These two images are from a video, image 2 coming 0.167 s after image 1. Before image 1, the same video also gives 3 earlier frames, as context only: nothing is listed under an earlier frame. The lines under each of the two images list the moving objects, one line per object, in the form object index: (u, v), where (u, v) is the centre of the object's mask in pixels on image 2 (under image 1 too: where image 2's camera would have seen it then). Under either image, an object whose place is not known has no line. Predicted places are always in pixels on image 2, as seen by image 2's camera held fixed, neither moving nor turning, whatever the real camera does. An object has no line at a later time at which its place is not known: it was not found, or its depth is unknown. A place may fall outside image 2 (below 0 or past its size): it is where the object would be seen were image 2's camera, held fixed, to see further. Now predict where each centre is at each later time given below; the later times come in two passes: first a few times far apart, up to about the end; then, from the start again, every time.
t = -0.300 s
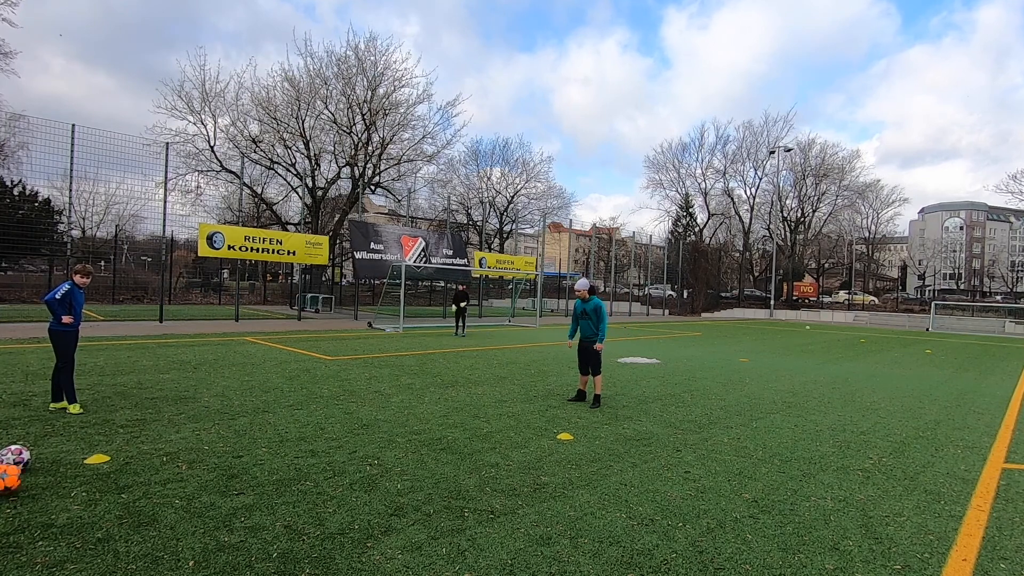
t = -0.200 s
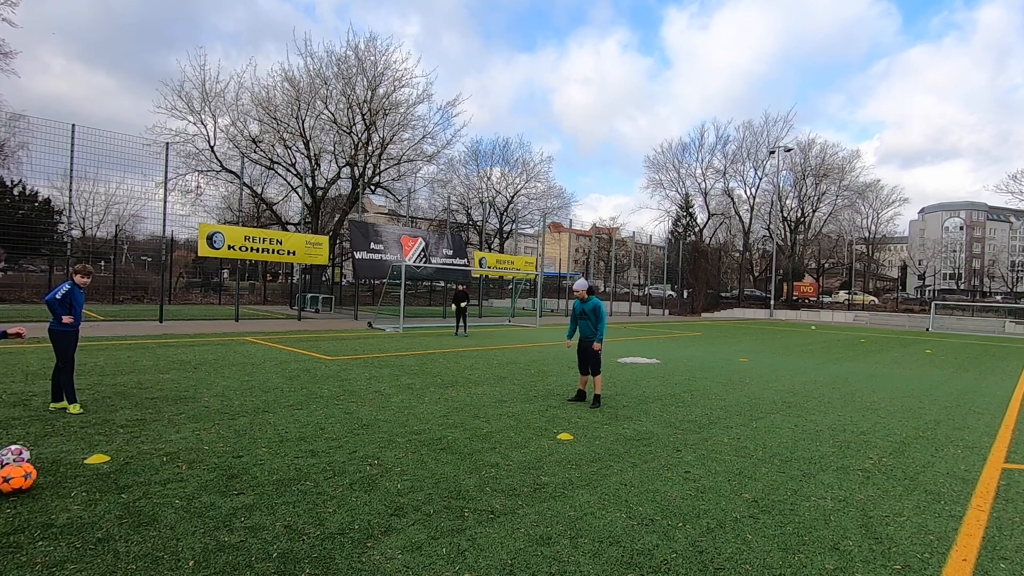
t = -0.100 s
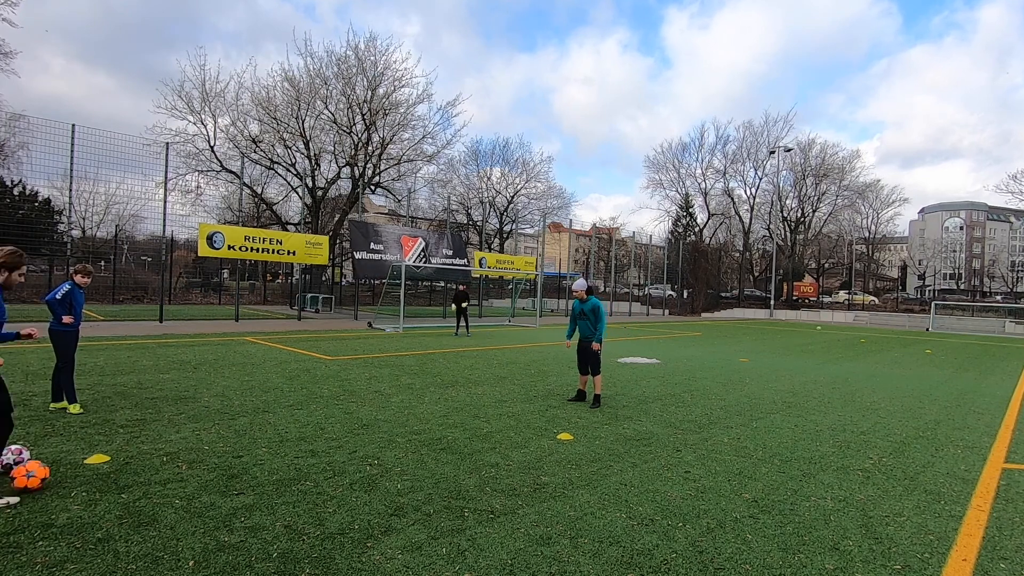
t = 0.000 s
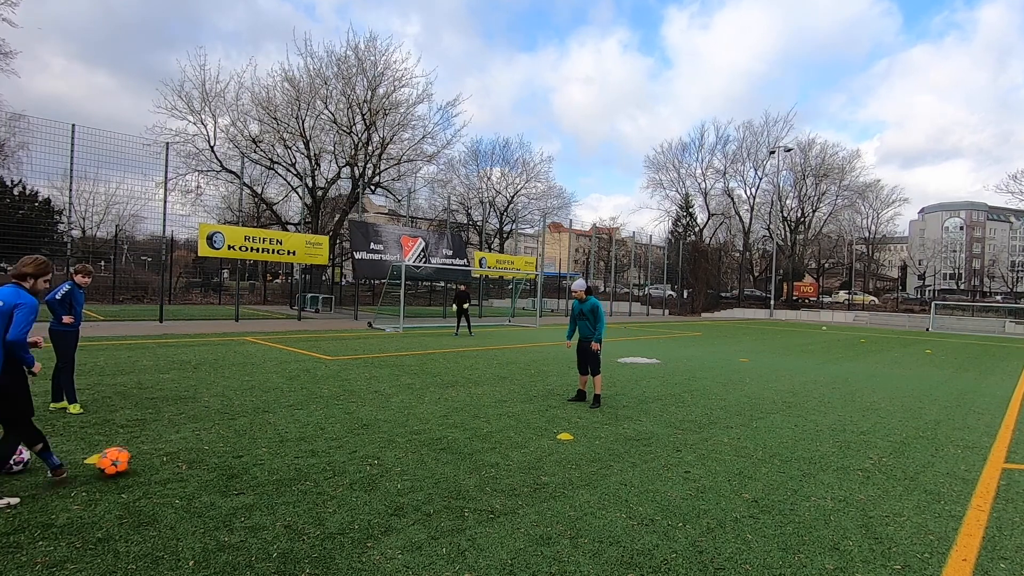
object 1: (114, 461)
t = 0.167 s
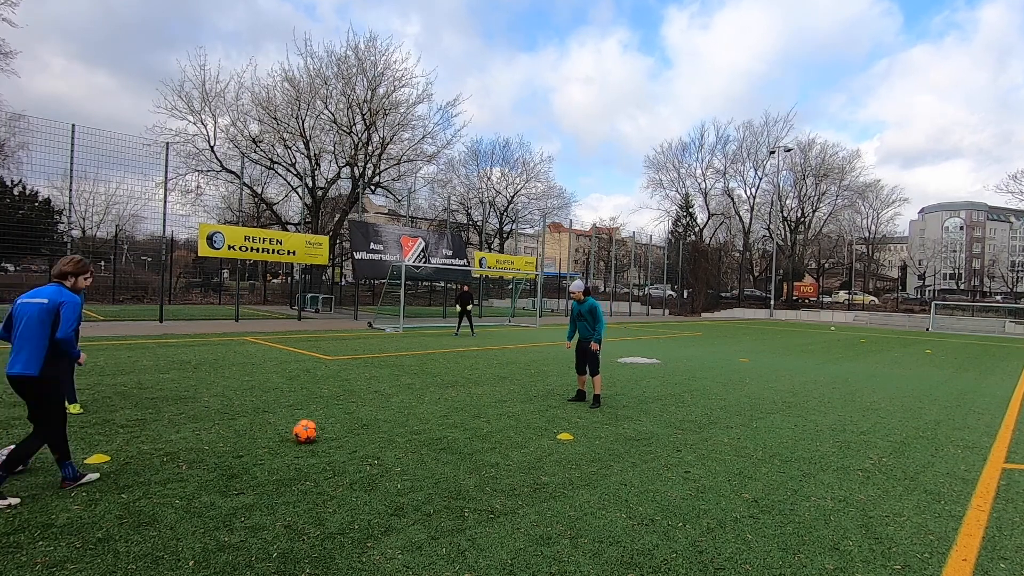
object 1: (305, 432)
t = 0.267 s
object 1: (381, 419)
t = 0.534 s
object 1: (508, 399)
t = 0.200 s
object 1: (332, 426)
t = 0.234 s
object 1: (357, 422)
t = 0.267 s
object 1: (381, 419)
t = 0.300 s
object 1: (402, 417)
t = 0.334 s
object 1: (420, 413)
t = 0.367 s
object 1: (438, 409)
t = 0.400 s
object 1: (454, 407)
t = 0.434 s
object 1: (470, 406)
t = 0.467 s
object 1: (484, 404)
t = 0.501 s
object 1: (496, 401)
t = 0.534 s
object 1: (508, 399)
